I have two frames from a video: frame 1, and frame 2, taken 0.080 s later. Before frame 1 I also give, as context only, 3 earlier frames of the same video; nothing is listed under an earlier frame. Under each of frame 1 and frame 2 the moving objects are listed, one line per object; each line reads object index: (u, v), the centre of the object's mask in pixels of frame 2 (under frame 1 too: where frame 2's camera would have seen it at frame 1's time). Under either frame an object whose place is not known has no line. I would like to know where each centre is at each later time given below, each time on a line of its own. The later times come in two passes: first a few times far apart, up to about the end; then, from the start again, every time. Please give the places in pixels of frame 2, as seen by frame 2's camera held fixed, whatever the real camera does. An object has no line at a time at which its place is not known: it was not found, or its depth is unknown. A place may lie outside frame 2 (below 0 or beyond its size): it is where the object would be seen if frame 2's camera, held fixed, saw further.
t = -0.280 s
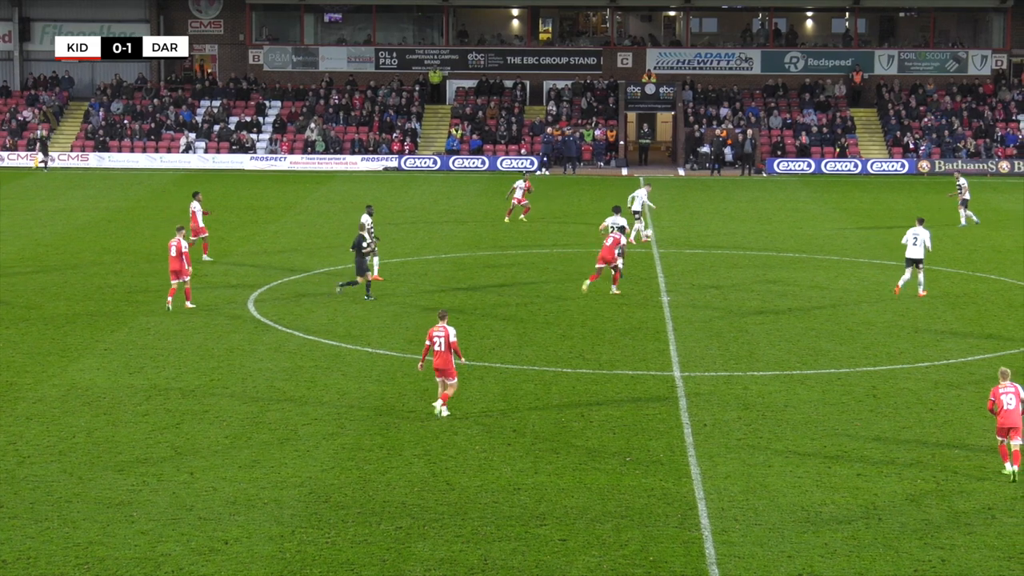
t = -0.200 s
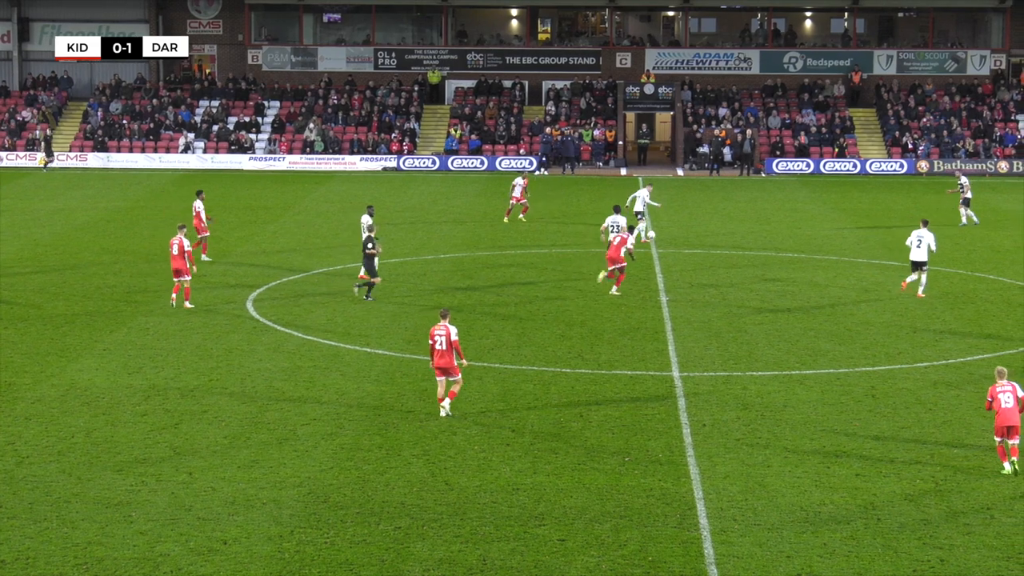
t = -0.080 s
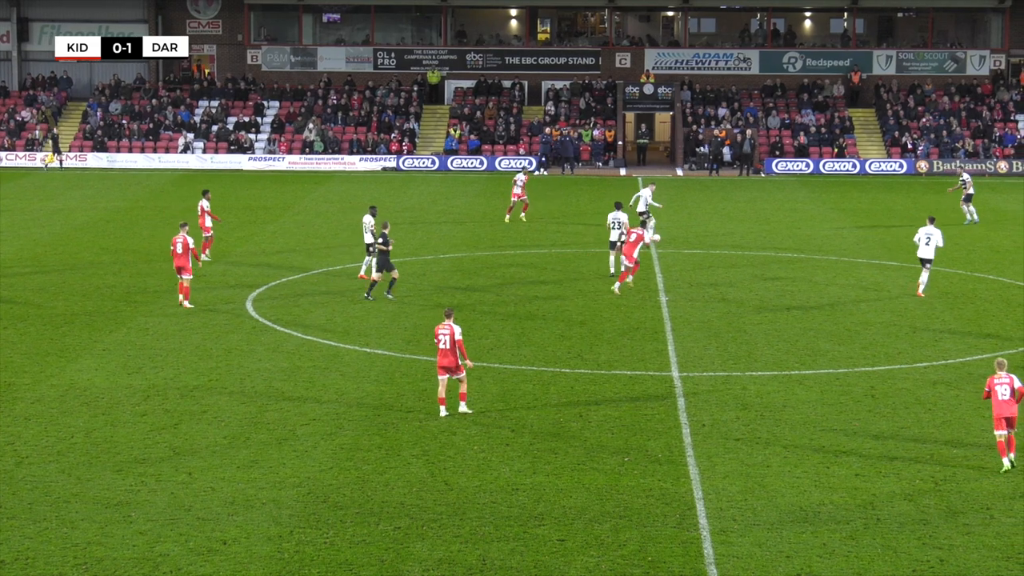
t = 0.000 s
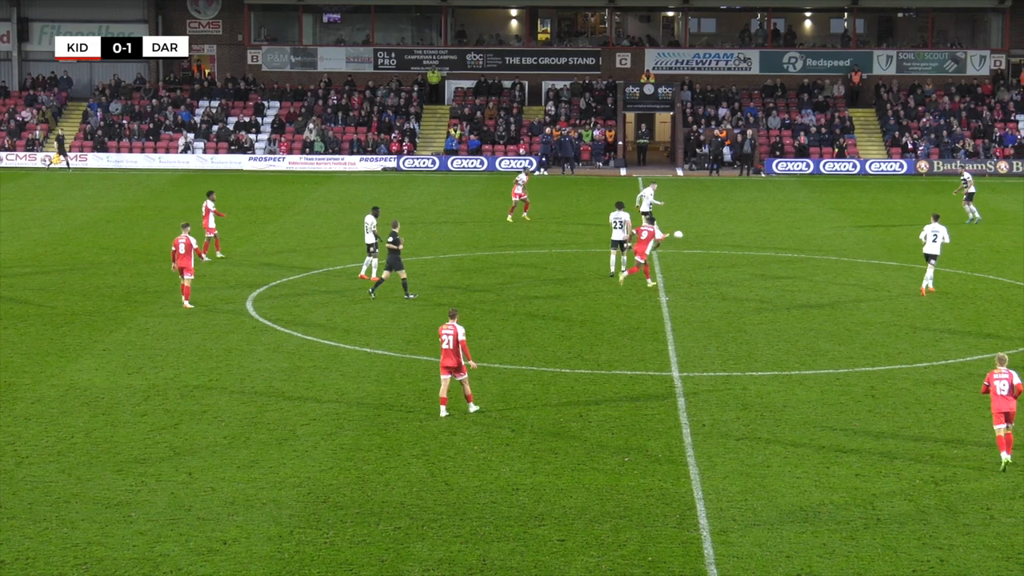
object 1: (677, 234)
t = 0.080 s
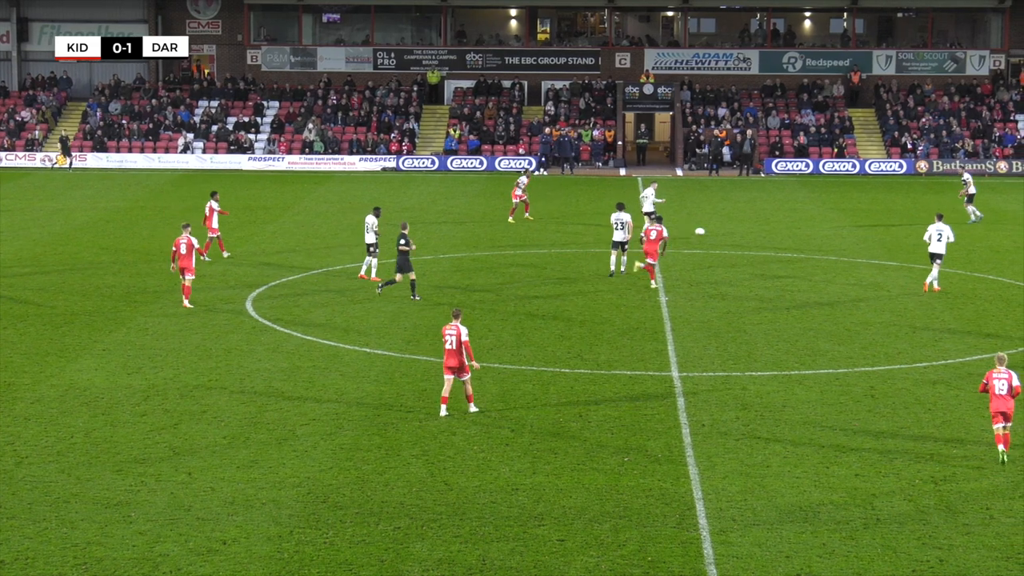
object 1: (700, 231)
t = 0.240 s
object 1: (741, 230)
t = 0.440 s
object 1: (786, 226)
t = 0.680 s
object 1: (829, 221)
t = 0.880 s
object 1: (860, 219)
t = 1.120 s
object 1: (891, 217)
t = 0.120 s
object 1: (710, 230)
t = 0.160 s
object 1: (721, 230)
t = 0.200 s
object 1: (731, 230)
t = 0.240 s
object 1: (741, 230)
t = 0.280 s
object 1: (751, 228)
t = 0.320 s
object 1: (760, 227)
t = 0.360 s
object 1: (768, 226)
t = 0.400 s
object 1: (777, 226)
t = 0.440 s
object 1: (786, 226)
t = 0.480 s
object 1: (794, 225)
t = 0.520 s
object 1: (801, 224)
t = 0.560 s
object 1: (808, 223)
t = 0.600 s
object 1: (816, 223)
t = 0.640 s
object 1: (823, 223)
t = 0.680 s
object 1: (829, 221)
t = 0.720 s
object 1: (836, 221)
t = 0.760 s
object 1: (842, 220)
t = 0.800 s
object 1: (848, 220)
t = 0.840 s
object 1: (854, 219)
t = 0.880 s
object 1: (860, 219)
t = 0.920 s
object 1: (865, 218)
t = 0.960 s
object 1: (871, 218)
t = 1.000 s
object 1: (876, 217)
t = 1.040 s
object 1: (881, 216)
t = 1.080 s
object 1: (886, 216)
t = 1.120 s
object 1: (891, 217)
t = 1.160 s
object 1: (897, 216)
